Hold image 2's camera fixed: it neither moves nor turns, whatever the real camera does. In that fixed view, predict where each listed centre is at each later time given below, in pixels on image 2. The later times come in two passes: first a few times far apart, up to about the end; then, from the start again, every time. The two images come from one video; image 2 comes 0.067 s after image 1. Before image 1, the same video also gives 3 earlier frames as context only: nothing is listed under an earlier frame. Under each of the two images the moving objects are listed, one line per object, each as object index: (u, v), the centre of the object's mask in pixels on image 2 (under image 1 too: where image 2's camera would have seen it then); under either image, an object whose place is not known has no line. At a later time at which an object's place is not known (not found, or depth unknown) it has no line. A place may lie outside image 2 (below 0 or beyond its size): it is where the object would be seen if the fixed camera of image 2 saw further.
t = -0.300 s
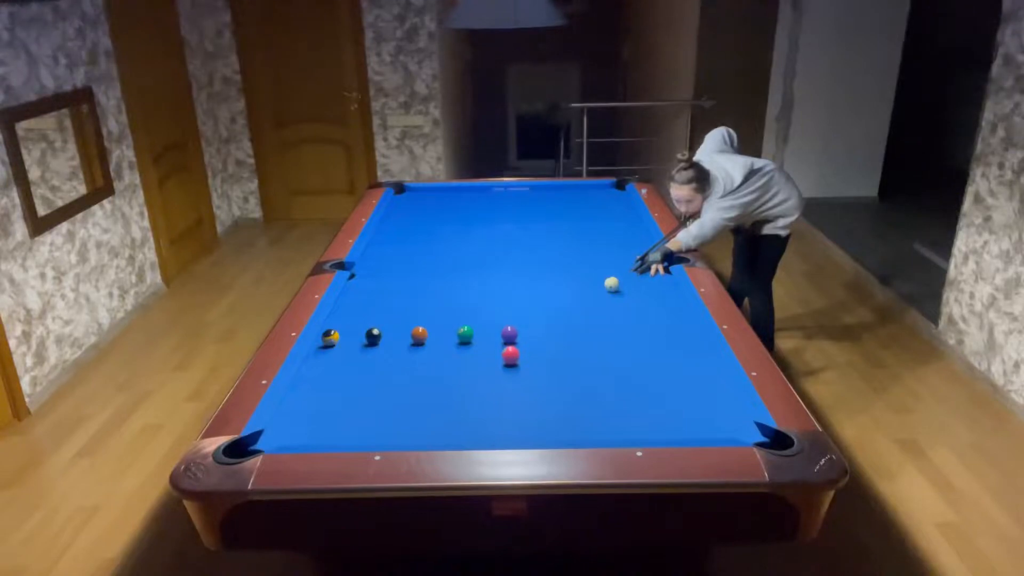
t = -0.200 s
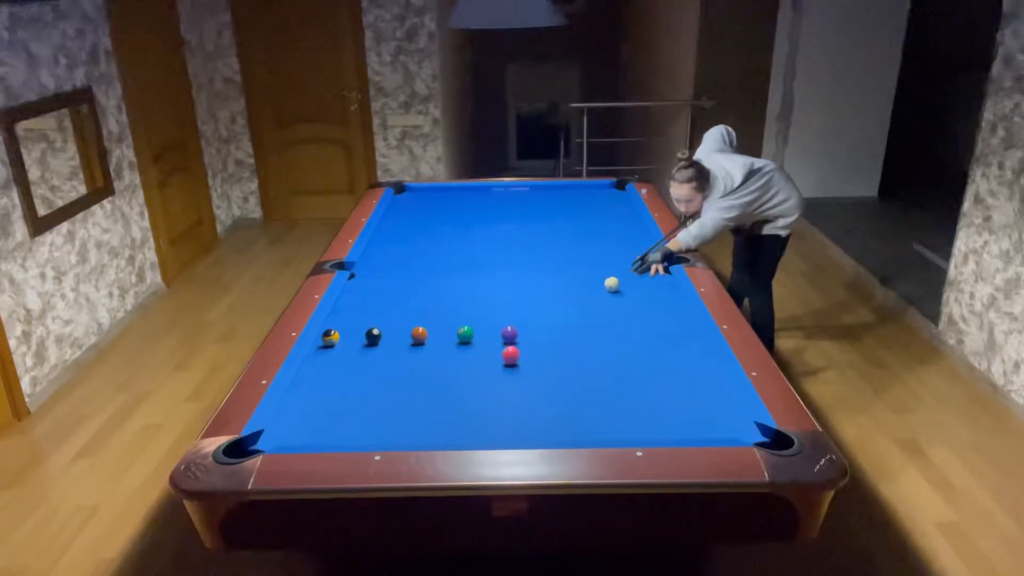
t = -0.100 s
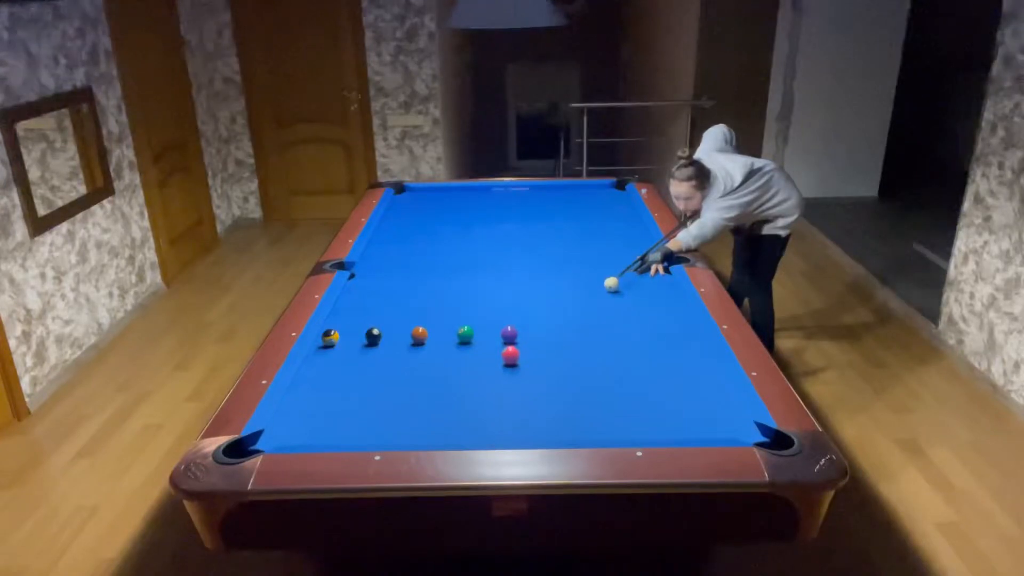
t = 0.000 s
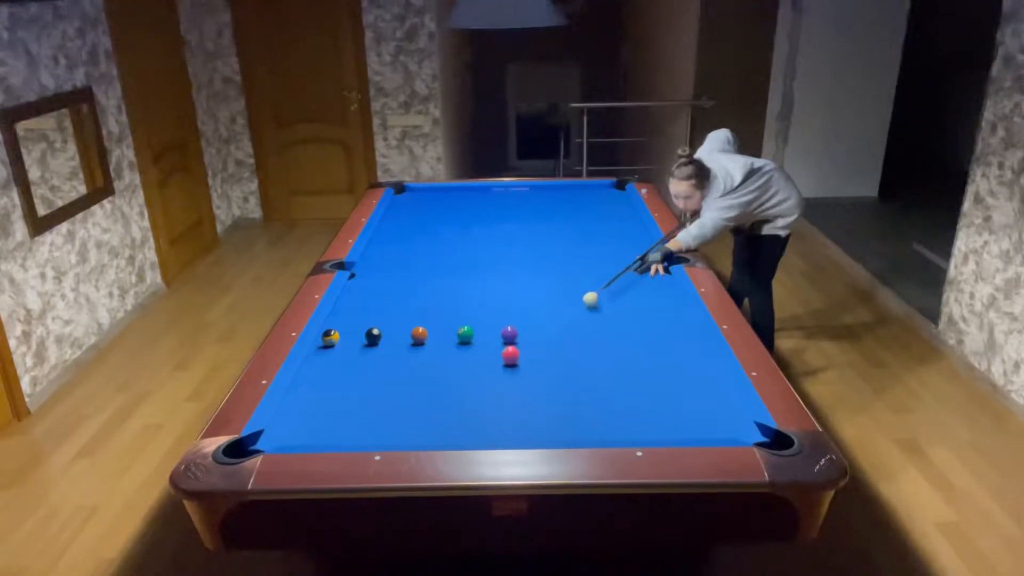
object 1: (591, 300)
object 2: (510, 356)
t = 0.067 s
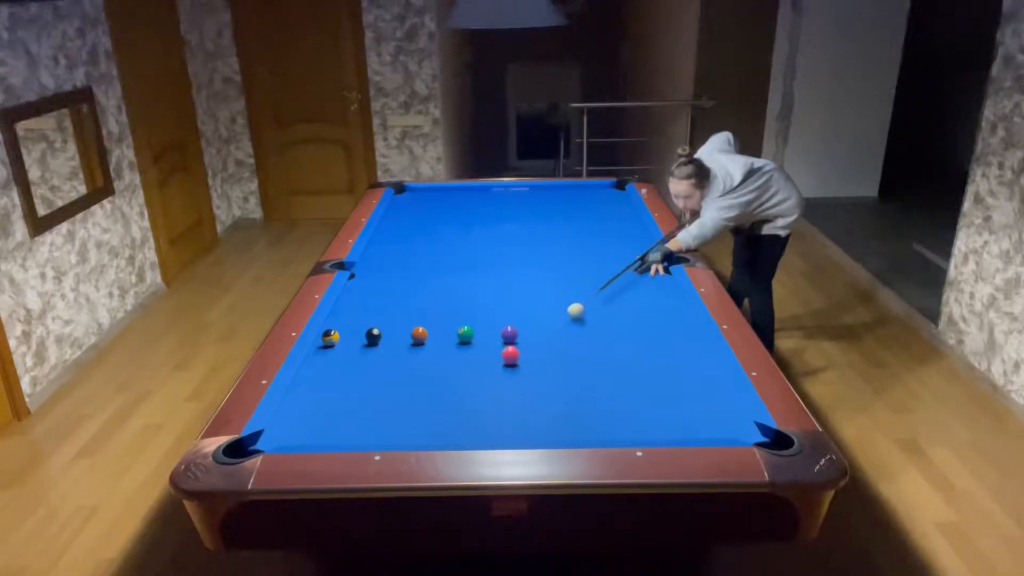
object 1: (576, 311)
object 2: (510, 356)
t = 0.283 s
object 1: (527, 351)
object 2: (502, 359)
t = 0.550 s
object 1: (537, 379)
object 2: (408, 395)
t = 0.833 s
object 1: (541, 415)
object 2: (311, 432)
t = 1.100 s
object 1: (546, 429)
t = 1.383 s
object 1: (550, 407)
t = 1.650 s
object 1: (553, 389)
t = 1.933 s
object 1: (557, 373)
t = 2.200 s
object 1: (560, 359)
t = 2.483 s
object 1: (564, 347)
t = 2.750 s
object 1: (566, 337)
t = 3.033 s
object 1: (569, 327)
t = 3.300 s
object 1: (571, 320)
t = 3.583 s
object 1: (573, 312)
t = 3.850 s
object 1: (575, 306)
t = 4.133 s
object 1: (576, 301)
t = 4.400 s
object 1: (578, 296)
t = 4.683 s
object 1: (578, 292)
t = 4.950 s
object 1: (579, 289)
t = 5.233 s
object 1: (579, 286)
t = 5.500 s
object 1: (580, 284)
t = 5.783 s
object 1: (581, 283)
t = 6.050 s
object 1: (581, 282)
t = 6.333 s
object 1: (581, 281)
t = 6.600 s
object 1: (581, 281)
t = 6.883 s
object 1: (581, 281)
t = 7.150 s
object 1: (581, 281)
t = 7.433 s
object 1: (581, 281)
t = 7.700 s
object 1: (581, 281)
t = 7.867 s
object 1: (581, 281)
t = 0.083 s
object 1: (572, 313)
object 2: (510, 355)
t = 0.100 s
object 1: (567, 316)
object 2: (510, 355)
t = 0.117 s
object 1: (563, 319)
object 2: (510, 355)
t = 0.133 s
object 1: (559, 322)
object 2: (510, 355)
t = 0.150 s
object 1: (555, 325)
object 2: (510, 355)
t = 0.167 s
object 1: (551, 328)
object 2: (510, 355)
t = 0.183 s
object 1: (546, 332)
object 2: (511, 355)
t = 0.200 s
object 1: (542, 335)
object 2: (511, 355)
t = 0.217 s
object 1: (537, 339)
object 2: (510, 355)
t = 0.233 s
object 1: (533, 342)
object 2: (510, 355)
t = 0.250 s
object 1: (528, 346)
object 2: (510, 355)
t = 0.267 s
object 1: (526, 350)
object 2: (509, 356)
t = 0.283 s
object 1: (527, 351)
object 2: (502, 359)
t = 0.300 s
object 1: (529, 352)
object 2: (495, 361)
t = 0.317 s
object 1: (530, 354)
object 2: (489, 363)
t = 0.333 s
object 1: (531, 355)
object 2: (482, 366)
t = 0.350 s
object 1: (532, 356)
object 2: (476, 368)
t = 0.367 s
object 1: (533, 358)
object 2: (469, 371)
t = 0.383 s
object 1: (534, 360)
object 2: (464, 373)
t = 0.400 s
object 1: (534, 362)
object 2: (458, 375)
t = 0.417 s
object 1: (535, 364)
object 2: (452, 378)
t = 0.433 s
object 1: (535, 365)
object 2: (446, 380)
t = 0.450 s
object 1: (535, 367)
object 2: (440, 382)
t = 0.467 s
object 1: (535, 369)
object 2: (435, 385)
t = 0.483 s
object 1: (536, 371)
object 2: (429, 387)
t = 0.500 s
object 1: (536, 373)
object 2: (424, 389)
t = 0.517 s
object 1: (536, 375)
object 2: (419, 391)
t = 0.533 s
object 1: (536, 377)
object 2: (413, 393)
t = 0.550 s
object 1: (537, 379)
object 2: (408, 395)
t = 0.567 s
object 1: (537, 381)
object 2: (403, 397)
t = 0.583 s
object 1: (537, 383)
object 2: (397, 399)
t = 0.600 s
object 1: (537, 385)
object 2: (392, 401)
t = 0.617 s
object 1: (538, 387)
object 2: (386, 403)
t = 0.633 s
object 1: (538, 389)
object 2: (380, 406)
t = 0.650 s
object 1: (538, 391)
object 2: (375, 408)
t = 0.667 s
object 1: (539, 393)
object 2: (369, 410)
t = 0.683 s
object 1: (539, 395)
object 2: (364, 412)
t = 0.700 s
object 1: (539, 398)
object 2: (358, 414)
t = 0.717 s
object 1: (539, 400)
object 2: (352, 416)
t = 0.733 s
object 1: (539, 402)
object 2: (346, 418)
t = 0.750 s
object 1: (540, 404)
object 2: (340, 421)
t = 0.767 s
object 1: (540, 406)
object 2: (335, 423)
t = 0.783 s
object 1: (540, 408)
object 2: (329, 425)
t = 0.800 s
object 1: (540, 410)
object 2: (323, 428)
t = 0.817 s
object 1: (540, 413)
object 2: (316, 430)
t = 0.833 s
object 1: (541, 415)
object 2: (311, 432)
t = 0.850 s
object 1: (541, 417)
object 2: (304, 434)
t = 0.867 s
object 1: (541, 419)
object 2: (299, 435)
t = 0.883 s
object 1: (541, 422)
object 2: (293, 437)
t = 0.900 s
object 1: (542, 424)
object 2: (286, 438)
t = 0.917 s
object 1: (542, 426)
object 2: (280, 439)
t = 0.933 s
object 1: (542, 427)
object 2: (275, 440)
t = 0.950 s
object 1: (542, 428)
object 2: (270, 440)
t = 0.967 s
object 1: (543, 429)
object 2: (264, 441)
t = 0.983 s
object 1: (543, 431)
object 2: (258, 444)
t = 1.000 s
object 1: (543, 432)
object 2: (253, 446)
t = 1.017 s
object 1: (544, 433)
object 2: (249, 450)
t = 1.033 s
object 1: (544, 432)
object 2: (245, 452)
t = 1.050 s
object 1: (544, 431)
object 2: (243, 455)
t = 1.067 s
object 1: (545, 430)
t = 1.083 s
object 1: (545, 429)
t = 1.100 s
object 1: (546, 429)
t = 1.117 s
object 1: (546, 428)
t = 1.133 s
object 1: (546, 427)
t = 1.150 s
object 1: (546, 427)
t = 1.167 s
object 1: (546, 426)
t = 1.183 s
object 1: (547, 425)
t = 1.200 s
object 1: (547, 424)
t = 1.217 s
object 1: (547, 421)
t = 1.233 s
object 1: (547, 420)
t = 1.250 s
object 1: (547, 419)
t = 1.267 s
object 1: (547, 416)
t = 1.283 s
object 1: (548, 415)
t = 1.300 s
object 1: (548, 414)
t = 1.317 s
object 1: (549, 412)
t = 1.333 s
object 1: (549, 411)
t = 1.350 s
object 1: (549, 410)
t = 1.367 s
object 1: (549, 409)
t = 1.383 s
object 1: (550, 407)
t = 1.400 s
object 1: (550, 406)
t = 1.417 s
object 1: (550, 405)
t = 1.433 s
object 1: (550, 403)
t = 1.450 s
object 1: (551, 402)
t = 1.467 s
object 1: (551, 401)
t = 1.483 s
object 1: (551, 400)
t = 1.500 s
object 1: (552, 399)
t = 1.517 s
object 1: (552, 398)
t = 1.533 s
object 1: (552, 397)
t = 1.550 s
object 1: (552, 396)
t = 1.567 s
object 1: (552, 394)
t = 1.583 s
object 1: (553, 393)
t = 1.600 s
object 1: (553, 392)
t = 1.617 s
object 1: (553, 391)
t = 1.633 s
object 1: (553, 390)
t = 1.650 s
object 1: (553, 389)
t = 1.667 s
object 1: (554, 388)
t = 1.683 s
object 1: (554, 387)
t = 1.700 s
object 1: (554, 386)
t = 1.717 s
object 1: (555, 385)
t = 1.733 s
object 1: (555, 384)
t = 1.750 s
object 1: (555, 383)
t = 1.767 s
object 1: (555, 382)
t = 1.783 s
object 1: (555, 381)
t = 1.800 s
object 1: (556, 381)
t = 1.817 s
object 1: (556, 379)
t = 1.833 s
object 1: (556, 378)
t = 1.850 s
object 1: (556, 377)
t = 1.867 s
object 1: (557, 376)
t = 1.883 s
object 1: (557, 376)
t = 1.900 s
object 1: (557, 374)
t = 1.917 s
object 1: (557, 374)
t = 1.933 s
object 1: (557, 373)
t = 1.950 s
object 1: (558, 372)
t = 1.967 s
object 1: (558, 371)
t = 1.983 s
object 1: (558, 370)
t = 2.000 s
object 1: (558, 369)
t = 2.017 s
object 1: (559, 368)
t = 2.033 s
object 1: (559, 368)
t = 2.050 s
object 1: (559, 366)
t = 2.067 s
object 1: (559, 366)
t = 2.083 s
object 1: (559, 365)
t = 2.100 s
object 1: (559, 364)
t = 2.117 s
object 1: (560, 363)
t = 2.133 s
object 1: (560, 362)
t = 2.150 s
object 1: (560, 362)
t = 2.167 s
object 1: (560, 361)
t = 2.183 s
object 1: (560, 360)
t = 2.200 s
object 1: (560, 359)
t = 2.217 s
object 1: (561, 358)
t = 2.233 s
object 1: (561, 358)
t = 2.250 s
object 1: (561, 357)
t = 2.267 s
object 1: (561, 356)
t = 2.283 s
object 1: (561, 356)
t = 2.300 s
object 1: (561, 355)
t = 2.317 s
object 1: (562, 354)
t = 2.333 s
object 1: (562, 353)
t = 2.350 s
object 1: (562, 352)
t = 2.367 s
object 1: (562, 352)
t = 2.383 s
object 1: (563, 351)
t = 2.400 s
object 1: (563, 351)
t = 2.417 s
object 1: (563, 350)
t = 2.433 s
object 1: (563, 349)
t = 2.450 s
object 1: (563, 349)
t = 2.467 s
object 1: (563, 348)
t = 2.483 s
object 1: (564, 347)
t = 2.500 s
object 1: (564, 346)
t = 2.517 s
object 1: (564, 346)
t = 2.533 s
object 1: (564, 345)
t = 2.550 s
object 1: (564, 344)
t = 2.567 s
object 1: (565, 344)
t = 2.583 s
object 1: (565, 343)
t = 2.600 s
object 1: (565, 342)
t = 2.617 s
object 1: (565, 342)
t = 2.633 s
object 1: (566, 341)
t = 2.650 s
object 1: (566, 341)
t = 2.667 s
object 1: (566, 340)
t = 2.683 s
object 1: (566, 340)
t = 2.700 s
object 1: (566, 339)
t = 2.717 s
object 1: (566, 338)
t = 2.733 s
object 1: (566, 338)
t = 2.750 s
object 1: (566, 337)
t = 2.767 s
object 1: (566, 337)
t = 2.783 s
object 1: (566, 336)
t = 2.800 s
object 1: (567, 335)
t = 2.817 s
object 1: (567, 335)
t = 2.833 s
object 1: (567, 334)
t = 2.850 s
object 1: (567, 334)
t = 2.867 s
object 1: (567, 333)
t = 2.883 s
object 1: (567, 332)
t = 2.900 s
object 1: (568, 332)
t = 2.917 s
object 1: (568, 331)
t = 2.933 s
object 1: (568, 331)
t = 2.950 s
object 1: (568, 331)
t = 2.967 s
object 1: (568, 329)
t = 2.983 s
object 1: (568, 329)
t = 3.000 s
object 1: (569, 329)
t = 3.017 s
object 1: (569, 328)
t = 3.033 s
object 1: (569, 327)
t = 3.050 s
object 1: (569, 327)
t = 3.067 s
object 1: (569, 326)
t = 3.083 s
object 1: (569, 326)
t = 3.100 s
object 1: (569, 325)
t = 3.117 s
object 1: (569, 325)
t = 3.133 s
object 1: (569, 324)
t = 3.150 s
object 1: (570, 324)
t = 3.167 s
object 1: (570, 323)
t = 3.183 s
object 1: (570, 323)
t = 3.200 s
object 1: (570, 322)
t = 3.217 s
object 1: (571, 322)
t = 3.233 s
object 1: (570, 321)
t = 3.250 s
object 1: (570, 321)
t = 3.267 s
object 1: (571, 321)
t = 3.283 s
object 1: (571, 320)
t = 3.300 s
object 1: (571, 320)
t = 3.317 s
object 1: (571, 319)
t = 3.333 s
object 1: (571, 319)
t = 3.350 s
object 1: (572, 318)
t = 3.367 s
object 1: (572, 317)
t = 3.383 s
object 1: (572, 317)
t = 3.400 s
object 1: (572, 317)
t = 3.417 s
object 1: (572, 317)
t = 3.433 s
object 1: (572, 316)
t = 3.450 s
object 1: (572, 315)
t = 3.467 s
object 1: (572, 315)
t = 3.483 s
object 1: (572, 315)
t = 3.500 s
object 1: (572, 314)
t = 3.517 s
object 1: (572, 314)
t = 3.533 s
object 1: (572, 313)
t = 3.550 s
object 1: (572, 313)
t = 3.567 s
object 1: (573, 312)
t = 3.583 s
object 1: (573, 312)
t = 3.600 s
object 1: (573, 311)
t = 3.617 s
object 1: (573, 311)
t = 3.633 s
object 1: (573, 311)
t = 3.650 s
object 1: (573, 310)
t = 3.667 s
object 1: (573, 310)
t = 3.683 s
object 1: (573, 310)
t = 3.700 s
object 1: (574, 309)
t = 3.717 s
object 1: (574, 309)
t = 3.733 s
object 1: (574, 309)
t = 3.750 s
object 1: (574, 308)
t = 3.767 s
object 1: (574, 308)
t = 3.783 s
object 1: (574, 307)
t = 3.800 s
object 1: (574, 307)
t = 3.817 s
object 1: (574, 307)
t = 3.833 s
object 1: (574, 306)
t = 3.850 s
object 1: (575, 306)
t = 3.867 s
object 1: (575, 306)
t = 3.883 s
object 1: (575, 305)
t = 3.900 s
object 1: (575, 305)
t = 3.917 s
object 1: (575, 305)
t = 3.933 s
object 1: (575, 305)
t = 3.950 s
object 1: (575, 304)
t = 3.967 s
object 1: (575, 304)
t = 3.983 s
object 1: (575, 303)
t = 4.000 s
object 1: (575, 303)
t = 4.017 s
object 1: (575, 303)
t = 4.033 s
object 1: (576, 302)
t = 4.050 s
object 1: (576, 302)
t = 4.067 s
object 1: (576, 302)
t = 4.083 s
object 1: (576, 301)
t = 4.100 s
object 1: (576, 301)
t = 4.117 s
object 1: (576, 301)
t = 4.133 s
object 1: (576, 301)
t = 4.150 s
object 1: (576, 300)
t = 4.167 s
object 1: (576, 300)
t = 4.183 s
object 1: (576, 300)
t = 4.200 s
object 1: (576, 299)
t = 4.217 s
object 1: (577, 299)
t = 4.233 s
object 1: (577, 299)
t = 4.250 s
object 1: (577, 298)
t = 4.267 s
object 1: (577, 298)
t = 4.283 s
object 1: (577, 298)
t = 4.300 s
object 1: (577, 298)
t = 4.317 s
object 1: (577, 298)
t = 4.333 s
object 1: (577, 297)
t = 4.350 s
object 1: (577, 297)
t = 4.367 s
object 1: (577, 297)
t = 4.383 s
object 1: (577, 296)
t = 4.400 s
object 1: (578, 296)
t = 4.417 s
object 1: (578, 296)
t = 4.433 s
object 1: (578, 296)
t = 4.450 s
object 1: (578, 295)
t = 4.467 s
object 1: (578, 295)
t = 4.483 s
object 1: (578, 295)
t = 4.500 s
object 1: (578, 294)
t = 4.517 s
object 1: (578, 294)
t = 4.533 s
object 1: (578, 294)
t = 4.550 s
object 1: (578, 294)
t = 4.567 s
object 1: (578, 294)
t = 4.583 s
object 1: (578, 293)
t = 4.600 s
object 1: (578, 293)
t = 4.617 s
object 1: (578, 293)
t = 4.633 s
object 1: (578, 293)
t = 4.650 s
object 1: (578, 293)
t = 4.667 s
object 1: (578, 292)
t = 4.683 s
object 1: (578, 292)
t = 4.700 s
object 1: (579, 292)
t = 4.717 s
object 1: (579, 292)
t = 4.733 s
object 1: (579, 292)
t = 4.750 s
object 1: (579, 291)
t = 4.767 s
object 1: (579, 291)
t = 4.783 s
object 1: (579, 291)
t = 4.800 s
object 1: (579, 291)
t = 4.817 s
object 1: (579, 290)
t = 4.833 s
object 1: (579, 290)
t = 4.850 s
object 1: (579, 290)
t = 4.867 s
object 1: (579, 290)
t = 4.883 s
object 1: (579, 290)
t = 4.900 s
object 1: (579, 290)
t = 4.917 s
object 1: (579, 290)
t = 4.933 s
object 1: (579, 290)
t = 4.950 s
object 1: (579, 289)
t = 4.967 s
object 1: (579, 289)
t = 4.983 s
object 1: (579, 289)
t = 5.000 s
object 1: (579, 288)
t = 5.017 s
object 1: (579, 288)
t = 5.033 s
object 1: (579, 288)
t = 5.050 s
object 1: (579, 288)
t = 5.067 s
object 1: (580, 288)
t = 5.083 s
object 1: (579, 288)
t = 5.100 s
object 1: (579, 287)
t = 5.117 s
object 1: (579, 287)
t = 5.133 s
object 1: (579, 287)
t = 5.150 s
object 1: (579, 287)
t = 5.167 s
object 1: (579, 287)
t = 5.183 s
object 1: (579, 287)
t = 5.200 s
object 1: (579, 286)
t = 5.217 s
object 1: (579, 286)
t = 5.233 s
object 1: (579, 286)
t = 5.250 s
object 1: (580, 286)
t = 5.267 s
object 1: (579, 286)
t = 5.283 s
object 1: (579, 286)
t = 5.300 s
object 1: (579, 286)
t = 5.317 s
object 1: (580, 286)
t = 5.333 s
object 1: (580, 285)
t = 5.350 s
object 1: (580, 285)
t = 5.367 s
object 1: (580, 285)
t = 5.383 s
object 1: (580, 285)
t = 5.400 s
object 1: (580, 285)
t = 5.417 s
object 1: (580, 285)
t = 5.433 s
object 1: (580, 285)
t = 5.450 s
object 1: (580, 285)
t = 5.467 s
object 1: (580, 284)
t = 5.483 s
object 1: (580, 284)
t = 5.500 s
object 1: (580, 284)
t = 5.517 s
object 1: (580, 284)
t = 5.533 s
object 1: (580, 284)
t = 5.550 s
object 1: (580, 284)
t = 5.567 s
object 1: (580, 284)
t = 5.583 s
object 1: (581, 284)
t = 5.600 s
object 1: (581, 283)
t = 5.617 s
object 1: (581, 283)
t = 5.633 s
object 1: (581, 283)
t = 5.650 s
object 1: (581, 283)
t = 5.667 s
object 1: (581, 283)
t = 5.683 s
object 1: (581, 283)
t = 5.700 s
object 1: (581, 283)
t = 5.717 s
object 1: (581, 283)
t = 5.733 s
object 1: (581, 283)
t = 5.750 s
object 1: (581, 283)
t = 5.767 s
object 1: (581, 283)
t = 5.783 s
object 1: (581, 283)
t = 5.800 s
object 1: (581, 283)
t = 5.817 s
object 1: (581, 282)
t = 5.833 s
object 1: (581, 282)
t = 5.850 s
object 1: (581, 283)
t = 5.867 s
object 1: (581, 282)
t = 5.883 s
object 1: (581, 282)
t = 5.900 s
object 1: (581, 282)
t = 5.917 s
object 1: (581, 282)
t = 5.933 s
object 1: (581, 282)
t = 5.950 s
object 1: (581, 282)
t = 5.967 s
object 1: (581, 282)
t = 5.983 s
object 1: (581, 282)
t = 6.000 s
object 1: (581, 282)
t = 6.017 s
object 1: (581, 282)
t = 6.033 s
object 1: (581, 282)
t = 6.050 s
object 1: (581, 282)
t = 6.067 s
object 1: (581, 282)
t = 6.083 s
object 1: (581, 282)
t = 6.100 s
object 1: (581, 282)
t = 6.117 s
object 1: (581, 281)
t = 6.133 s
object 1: (581, 282)
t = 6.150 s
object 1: (581, 281)
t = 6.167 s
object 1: (581, 281)
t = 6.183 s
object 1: (581, 281)
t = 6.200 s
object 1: (581, 281)
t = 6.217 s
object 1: (581, 281)
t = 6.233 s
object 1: (581, 281)
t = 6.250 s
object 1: (581, 281)
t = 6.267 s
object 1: (581, 281)
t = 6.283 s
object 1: (581, 281)
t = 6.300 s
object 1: (581, 281)
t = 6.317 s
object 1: (581, 281)
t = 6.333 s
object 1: (581, 281)
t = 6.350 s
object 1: (581, 281)
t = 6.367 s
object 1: (581, 281)
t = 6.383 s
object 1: (581, 281)
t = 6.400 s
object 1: (581, 281)
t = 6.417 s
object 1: (581, 281)
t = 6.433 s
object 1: (581, 281)
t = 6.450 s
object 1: (581, 281)
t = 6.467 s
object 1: (581, 281)
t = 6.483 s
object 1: (581, 281)
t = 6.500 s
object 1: (581, 281)
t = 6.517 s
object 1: (581, 281)
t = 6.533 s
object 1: (581, 281)
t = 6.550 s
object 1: (581, 281)
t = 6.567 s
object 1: (581, 281)
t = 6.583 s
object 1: (581, 281)
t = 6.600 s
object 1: (581, 281)
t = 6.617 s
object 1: (581, 281)
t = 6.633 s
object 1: (581, 281)
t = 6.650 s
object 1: (581, 281)
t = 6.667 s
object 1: (581, 281)
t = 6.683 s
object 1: (581, 281)
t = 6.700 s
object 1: (581, 281)
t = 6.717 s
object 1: (581, 281)
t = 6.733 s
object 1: (581, 281)
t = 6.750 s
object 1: (581, 281)
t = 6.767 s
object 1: (581, 281)
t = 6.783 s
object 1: (581, 281)
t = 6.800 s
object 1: (581, 281)
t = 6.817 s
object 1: (581, 281)
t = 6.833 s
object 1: (581, 281)
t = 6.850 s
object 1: (581, 281)
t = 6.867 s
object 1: (581, 281)
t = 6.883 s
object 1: (581, 281)
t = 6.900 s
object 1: (581, 281)
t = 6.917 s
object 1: (581, 281)
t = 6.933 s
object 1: (581, 281)
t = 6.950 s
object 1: (581, 281)
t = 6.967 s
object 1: (581, 281)
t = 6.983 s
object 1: (581, 281)
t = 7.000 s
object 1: (581, 281)
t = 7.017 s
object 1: (581, 281)
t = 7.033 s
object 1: (581, 281)
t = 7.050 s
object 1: (581, 281)
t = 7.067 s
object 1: (581, 281)
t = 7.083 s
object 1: (581, 281)
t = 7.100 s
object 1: (581, 281)
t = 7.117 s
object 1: (581, 281)
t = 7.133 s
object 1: (581, 281)
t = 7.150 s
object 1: (581, 281)
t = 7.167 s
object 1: (581, 281)
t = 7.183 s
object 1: (581, 281)
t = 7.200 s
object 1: (581, 281)
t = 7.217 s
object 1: (581, 281)
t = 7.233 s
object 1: (581, 281)
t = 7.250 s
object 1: (581, 281)
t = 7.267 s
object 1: (581, 281)
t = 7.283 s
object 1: (581, 281)
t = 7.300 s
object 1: (581, 281)
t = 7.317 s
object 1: (581, 281)
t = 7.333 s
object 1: (581, 281)
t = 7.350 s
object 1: (581, 281)
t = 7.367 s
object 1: (581, 281)
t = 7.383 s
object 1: (581, 281)
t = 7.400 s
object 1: (581, 281)
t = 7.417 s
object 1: (581, 281)
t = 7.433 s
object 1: (581, 281)
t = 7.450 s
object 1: (581, 281)
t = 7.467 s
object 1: (581, 281)
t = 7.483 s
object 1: (581, 281)
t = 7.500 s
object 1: (581, 281)
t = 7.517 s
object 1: (581, 281)
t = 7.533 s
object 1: (581, 281)
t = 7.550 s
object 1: (581, 281)
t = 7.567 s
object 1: (581, 281)
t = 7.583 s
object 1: (581, 281)
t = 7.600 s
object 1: (581, 281)
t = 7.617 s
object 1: (581, 281)
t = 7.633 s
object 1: (581, 281)
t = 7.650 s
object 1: (581, 281)
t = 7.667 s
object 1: (581, 281)
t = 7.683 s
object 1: (581, 281)
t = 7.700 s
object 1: (581, 281)
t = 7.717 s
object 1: (581, 281)
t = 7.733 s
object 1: (581, 281)
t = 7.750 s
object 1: (581, 281)
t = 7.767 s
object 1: (581, 281)
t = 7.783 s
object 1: (581, 281)
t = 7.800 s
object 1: (581, 281)
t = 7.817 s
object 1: (581, 281)
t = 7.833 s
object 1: (581, 281)
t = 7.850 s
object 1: (581, 281)
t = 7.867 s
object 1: (581, 281)
